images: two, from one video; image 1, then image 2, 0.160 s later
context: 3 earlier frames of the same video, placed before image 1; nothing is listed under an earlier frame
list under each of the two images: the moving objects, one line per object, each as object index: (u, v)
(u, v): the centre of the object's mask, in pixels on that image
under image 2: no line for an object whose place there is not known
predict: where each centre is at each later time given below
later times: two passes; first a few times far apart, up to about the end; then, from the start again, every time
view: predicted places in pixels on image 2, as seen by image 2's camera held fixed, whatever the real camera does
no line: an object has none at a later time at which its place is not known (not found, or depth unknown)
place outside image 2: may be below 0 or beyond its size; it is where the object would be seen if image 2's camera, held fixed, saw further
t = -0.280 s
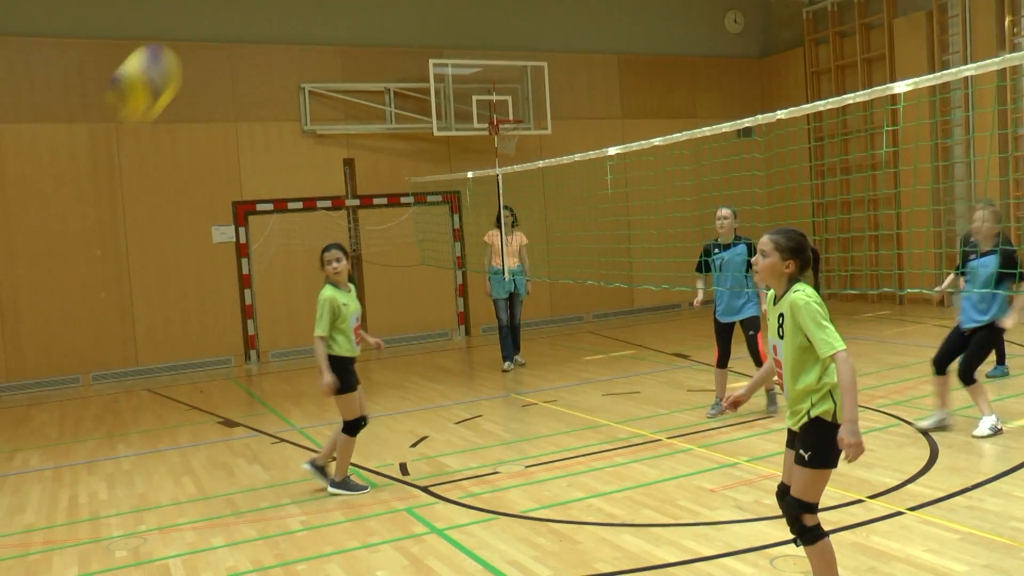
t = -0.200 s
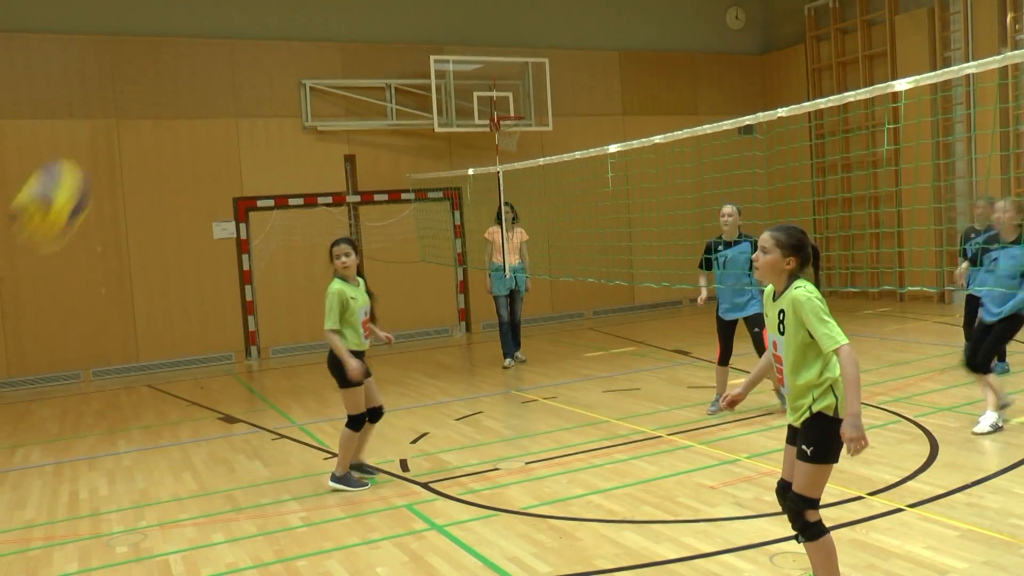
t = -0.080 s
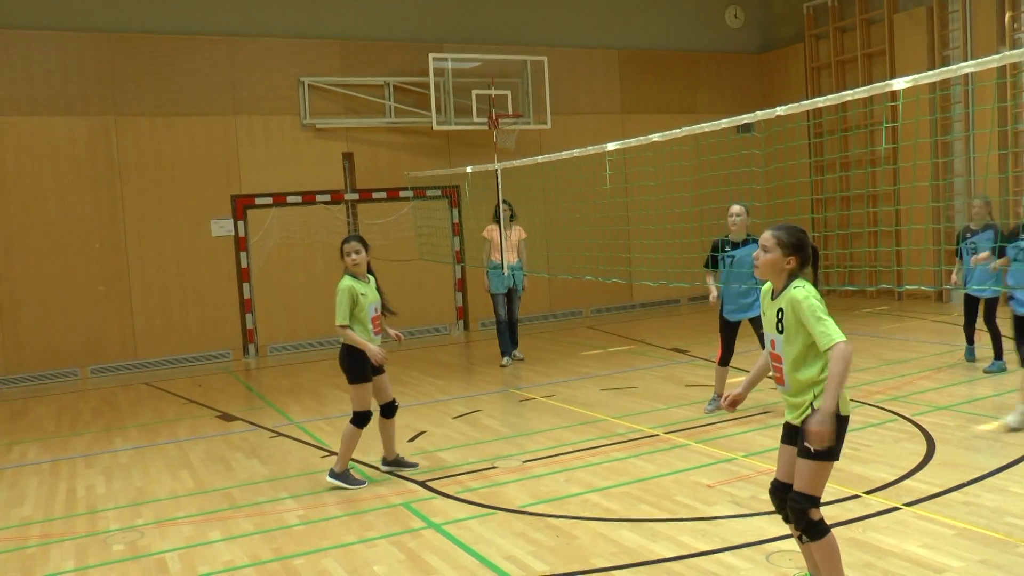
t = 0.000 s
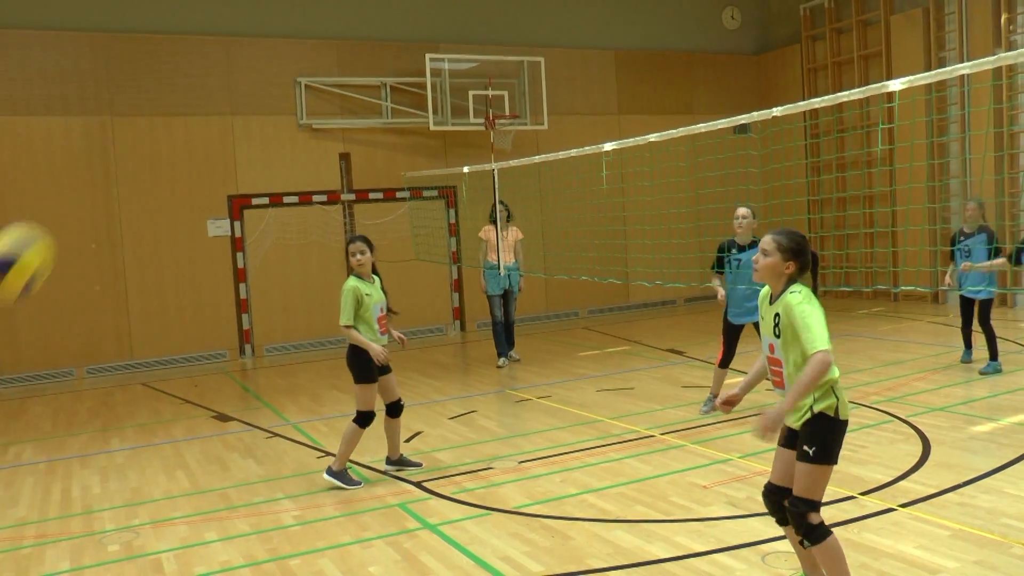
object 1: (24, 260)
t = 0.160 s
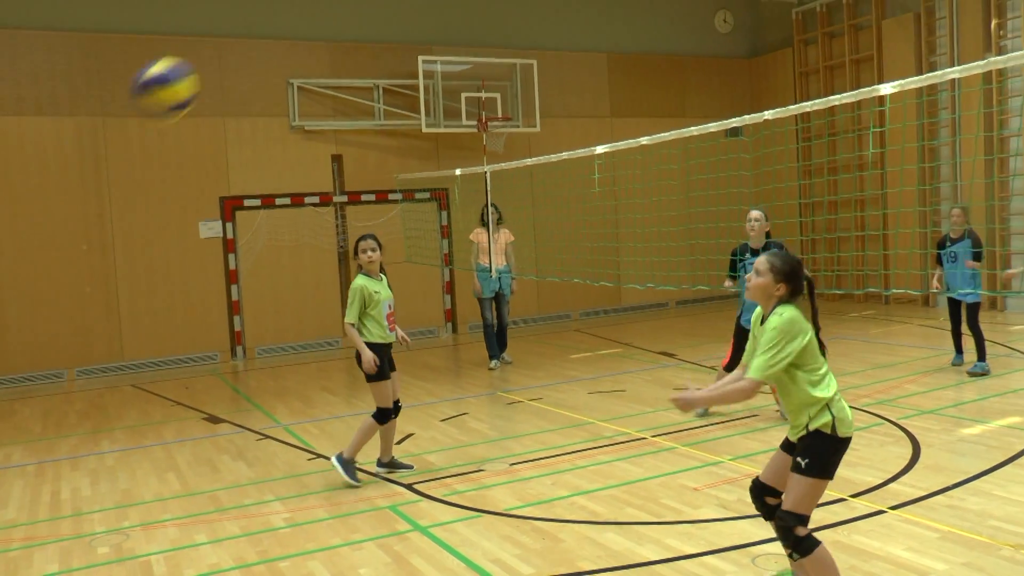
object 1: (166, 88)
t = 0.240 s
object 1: (238, 40)
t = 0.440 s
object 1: (400, 11)
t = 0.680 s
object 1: (560, 70)
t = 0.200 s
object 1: (201, 63)
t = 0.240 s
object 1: (238, 40)
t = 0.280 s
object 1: (273, 25)
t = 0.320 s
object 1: (304, 18)
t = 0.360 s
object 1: (335, 14)
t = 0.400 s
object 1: (368, 12)
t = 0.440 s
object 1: (400, 11)
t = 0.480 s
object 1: (430, 13)
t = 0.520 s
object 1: (458, 17)
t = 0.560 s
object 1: (485, 22)
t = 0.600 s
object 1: (510, 33)
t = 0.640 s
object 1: (536, 50)
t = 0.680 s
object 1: (560, 70)
